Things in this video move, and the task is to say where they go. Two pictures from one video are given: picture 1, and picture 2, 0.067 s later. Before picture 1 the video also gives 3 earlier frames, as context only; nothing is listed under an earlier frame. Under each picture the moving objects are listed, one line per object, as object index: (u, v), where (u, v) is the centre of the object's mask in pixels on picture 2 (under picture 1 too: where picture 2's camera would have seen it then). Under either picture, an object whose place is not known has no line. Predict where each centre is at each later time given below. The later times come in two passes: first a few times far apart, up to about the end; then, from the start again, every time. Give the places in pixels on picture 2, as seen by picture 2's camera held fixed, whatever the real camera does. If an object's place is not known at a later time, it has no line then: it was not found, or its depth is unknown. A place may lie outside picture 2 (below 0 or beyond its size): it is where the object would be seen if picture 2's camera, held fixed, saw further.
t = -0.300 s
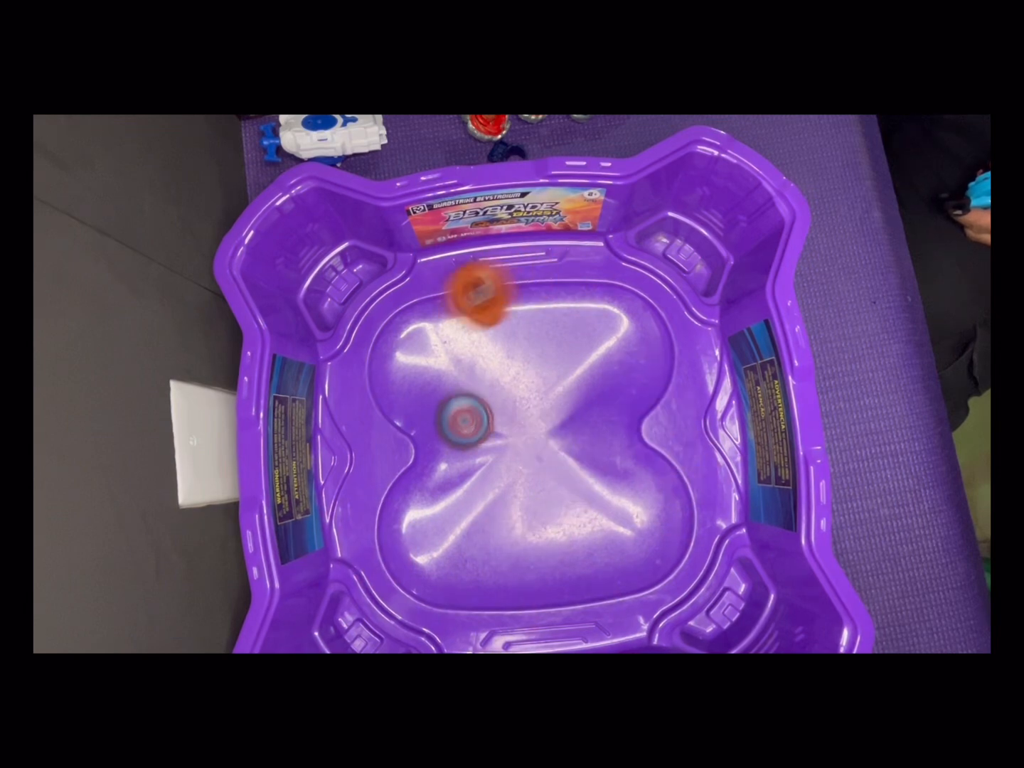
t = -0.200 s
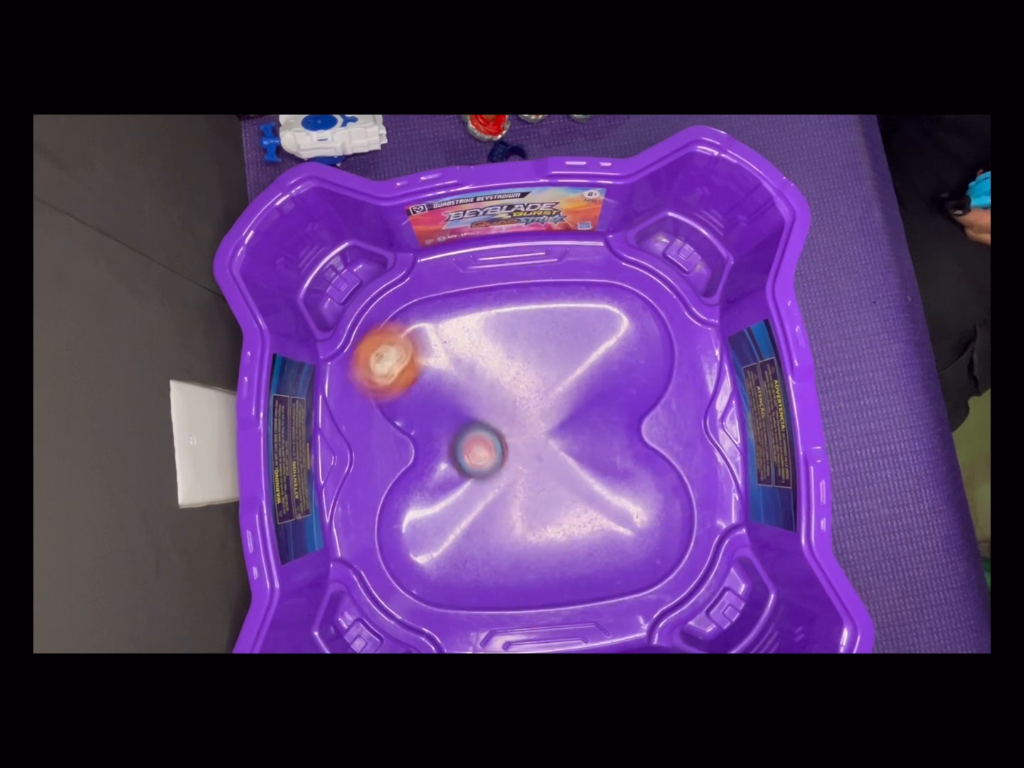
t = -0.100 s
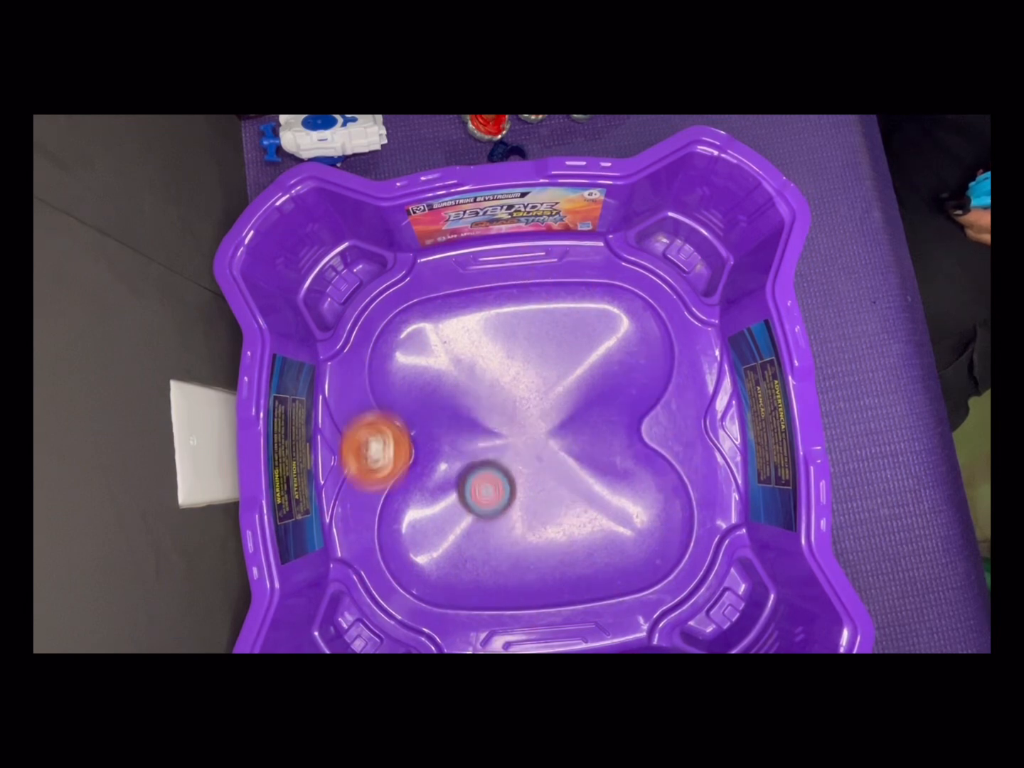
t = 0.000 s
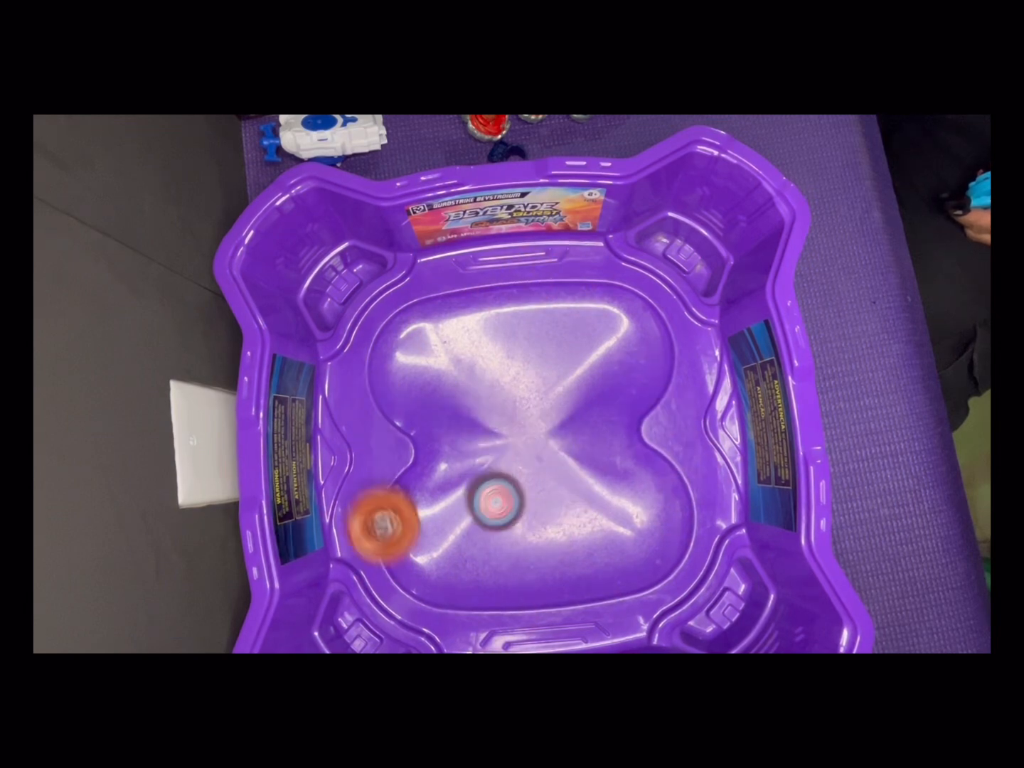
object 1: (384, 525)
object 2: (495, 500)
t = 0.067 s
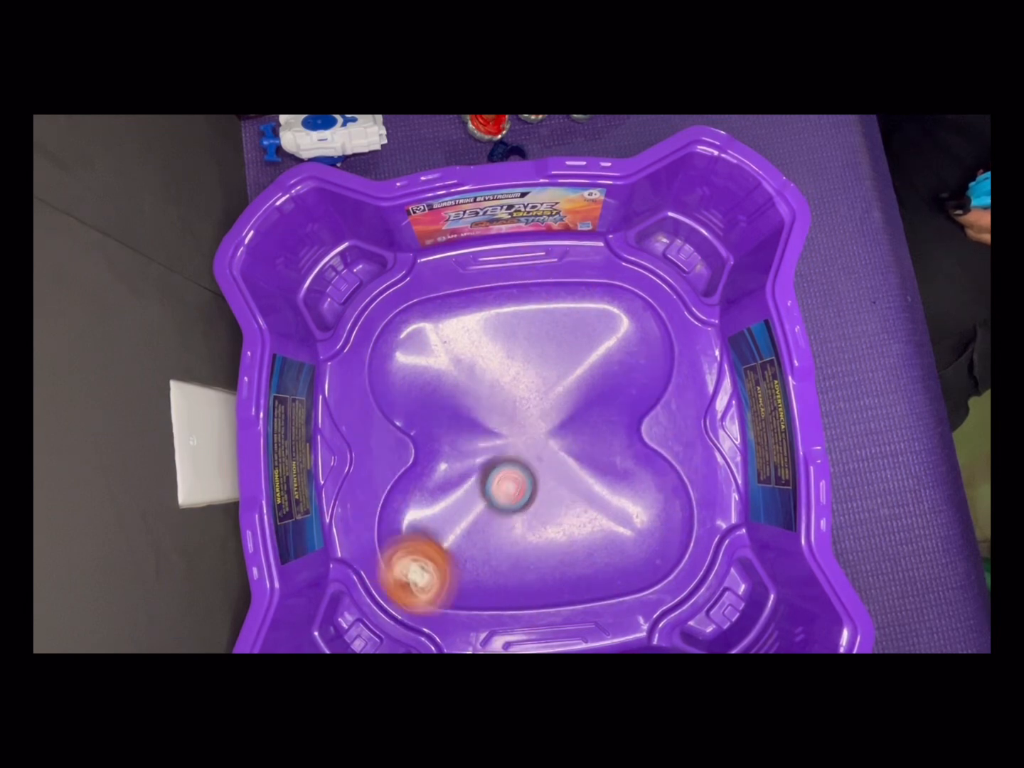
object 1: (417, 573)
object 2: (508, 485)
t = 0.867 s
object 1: (562, 259)
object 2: (509, 406)
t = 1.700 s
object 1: (665, 513)
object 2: (560, 383)
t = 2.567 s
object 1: (609, 487)
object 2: (568, 435)
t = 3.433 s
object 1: (587, 495)
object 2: (466, 500)
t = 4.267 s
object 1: (546, 354)
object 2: (486, 551)
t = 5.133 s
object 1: (554, 458)
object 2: (488, 504)
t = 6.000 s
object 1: (559, 467)
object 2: (482, 509)
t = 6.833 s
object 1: (468, 403)
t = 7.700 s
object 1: (491, 414)
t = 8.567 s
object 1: (519, 437)
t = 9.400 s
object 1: (513, 385)
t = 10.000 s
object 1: (510, 418)
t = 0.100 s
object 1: (448, 592)
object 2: (513, 473)
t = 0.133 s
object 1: (482, 597)
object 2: (516, 463)
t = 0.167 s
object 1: (521, 593)
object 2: (517, 452)
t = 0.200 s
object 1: (562, 581)
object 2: (517, 443)
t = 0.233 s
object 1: (604, 562)
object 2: (514, 435)
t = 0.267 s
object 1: (643, 534)
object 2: (510, 427)
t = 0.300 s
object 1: (672, 501)
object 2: (506, 420)
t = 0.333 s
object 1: (685, 471)
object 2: (501, 414)
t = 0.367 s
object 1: (684, 448)
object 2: (498, 410)
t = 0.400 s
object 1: (679, 424)
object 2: (494, 407)
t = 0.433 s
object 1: (680, 401)
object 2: (491, 405)
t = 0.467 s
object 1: (681, 379)
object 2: (488, 406)
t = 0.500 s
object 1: (681, 355)
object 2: (484, 407)
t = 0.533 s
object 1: (680, 330)
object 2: (482, 409)
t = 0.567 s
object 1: (675, 307)
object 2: (482, 411)
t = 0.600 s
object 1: (669, 285)
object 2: (484, 414)
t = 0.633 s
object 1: (659, 273)
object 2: (488, 417)
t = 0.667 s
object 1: (639, 272)
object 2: (495, 419)
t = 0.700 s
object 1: (623, 269)
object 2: (501, 420)
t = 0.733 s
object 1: (608, 264)
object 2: (506, 420)
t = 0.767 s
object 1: (596, 258)
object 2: (508, 419)
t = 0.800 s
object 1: (585, 253)
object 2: (510, 415)
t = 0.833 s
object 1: (573, 256)
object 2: (510, 411)
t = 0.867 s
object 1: (562, 259)
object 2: (509, 406)
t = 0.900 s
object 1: (552, 262)
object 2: (508, 403)
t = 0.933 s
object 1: (542, 266)
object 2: (505, 399)
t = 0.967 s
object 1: (532, 270)
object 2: (499, 398)
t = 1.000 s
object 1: (520, 275)
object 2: (495, 397)
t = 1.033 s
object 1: (505, 284)
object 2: (491, 397)
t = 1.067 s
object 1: (491, 299)
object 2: (488, 397)
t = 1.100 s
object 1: (474, 320)
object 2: (486, 398)
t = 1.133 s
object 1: (454, 345)
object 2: (486, 400)
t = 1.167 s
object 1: (434, 370)
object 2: (488, 406)
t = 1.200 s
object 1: (419, 398)
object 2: (491, 412)
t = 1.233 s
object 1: (413, 420)
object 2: (495, 417)
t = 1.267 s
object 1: (414, 440)
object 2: (500, 423)
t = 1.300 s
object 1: (420, 460)
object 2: (506, 428)
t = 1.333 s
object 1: (429, 482)
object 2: (513, 430)
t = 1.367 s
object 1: (440, 510)
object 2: (519, 431)
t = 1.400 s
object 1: (450, 540)
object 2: (526, 431)
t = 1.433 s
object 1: (467, 567)
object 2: (534, 431)
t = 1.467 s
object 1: (483, 583)
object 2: (541, 431)
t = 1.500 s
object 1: (505, 592)
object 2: (548, 431)
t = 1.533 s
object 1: (531, 594)
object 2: (554, 426)
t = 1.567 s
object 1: (559, 589)
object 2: (560, 417)
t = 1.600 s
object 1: (587, 577)
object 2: (562, 407)
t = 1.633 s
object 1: (615, 563)
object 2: (563, 397)
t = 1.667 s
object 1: (647, 539)
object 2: (562, 389)
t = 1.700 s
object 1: (665, 513)
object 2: (560, 383)
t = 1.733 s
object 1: (675, 486)
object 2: (554, 380)
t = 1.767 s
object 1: (671, 463)
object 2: (547, 380)
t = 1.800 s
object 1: (652, 454)
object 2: (540, 383)
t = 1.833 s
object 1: (626, 448)
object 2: (532, 387)
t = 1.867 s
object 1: (601, 440)
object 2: (525, 392)
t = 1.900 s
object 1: (573, 432)
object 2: (518, 396)
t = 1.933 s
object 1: (554, 437)
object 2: (506, 392)
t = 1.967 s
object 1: (537, 446)
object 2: (490, 386)
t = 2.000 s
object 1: (521, 451)
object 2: (477, 385)
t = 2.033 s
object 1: (509, 456)
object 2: (466, 386)
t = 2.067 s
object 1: (500, 463)
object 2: (460, 389)
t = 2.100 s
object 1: (495, 470)
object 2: (458, 393)
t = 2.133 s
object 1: (492, 478)
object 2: (459, 400)
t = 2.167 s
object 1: (493, 487)
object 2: (465, 409)
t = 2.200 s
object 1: (496, 499)
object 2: (474, 418)
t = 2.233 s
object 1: (504, 511)
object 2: (490, 431)
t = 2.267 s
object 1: (515, 522)
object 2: (506, 442)
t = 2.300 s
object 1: (529, 531)
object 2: (519, 453)
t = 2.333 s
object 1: (545, 536)
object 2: (530, 459)
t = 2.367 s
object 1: (559, 538)
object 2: (540, 463)
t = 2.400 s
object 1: (575, 535)
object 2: (550, 465)
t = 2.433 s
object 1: (588, 529)
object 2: (560, 463)
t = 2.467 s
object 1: (600, 521)
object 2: (567, 459)
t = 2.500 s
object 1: (608, 511)
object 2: (571, 452)
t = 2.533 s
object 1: (611, 499)
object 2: (570, 444)
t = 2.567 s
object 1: (609, 487)
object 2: (568, 435)
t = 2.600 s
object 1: (601, 475)
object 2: (566, 423)
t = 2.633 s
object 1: (594, 478)
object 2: (559, 398)
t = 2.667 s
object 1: (585, 480)
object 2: (552, 375)
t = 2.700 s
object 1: (577, 481)
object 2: (542, 358)
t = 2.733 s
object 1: (570, 483)
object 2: (532, 349)
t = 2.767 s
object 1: (564, 484)
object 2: (521, 344)
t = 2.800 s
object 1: (558, 486)
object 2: (507, 343)
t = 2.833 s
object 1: (554, 488)
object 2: (492, 346)
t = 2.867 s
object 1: (549, 489)
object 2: (474, 352)
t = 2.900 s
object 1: (544, 489)
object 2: (459, 360)
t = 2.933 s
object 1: (539, 489)
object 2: (446, 371)
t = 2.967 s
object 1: (534, 488)
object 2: (437, 383)
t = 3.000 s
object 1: (530, 486)
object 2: (435, 396)
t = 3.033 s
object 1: (525, 484)
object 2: (439, 408)
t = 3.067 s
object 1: (519, 481)
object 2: (450, 422)
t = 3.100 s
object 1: (515, 478)
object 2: (463, 437)
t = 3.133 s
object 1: (521, 485)
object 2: (463, 440)
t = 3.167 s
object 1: (526, 490)
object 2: (463, 443)
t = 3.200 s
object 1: (530, 494)
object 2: (467, 449)
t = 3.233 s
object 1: (534, 497)
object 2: (472, 461)
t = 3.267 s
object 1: (538, 498)
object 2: (475, 473)
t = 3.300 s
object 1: (542, 499)
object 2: (479, 486)
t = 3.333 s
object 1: (546, 499)
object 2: (482, 494)
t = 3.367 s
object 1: (562, 499)
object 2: (475, 497)
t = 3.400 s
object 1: (576, 498)
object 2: (469, 498)
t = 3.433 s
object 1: (587, 495)
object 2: (466, 500)
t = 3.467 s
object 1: (596, 490)
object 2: (465, 502)
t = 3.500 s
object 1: (599, 484)
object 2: (465, 505)
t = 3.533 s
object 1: (597, 476)
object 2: (467, 507)
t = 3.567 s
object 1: (589, 468)
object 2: (472, 509)
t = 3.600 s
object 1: (577, 459)
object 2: (478, 508)
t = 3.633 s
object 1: (563, 454)
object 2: (486, 503)
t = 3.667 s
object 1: (549, 452)
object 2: (495, 495)
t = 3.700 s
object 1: (546, 448)
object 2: (495, 490)
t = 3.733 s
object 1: (548, 442)
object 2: (488, 490)
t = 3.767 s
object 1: (548, 438)
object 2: (484, 489)
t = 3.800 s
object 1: (546, 436)
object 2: (480, 488)
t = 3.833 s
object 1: (544, 434)
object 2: (477, 488)
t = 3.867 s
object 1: (541, 433)
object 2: (474, 490)
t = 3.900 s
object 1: (538, 433)
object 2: (471, 493)
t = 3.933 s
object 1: (534, 434)
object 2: (469, 499)
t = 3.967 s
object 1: (530, 434)
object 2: (469, 504)
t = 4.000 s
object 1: (526, 435)
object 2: (471, 507)
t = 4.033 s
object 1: (521, 436)
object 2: (475, 508)
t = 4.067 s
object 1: (516, 436)
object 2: (481, 506)
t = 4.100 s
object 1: (512, 438)
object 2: (489, 500)
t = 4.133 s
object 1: (516, 424)
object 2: (488, 509)
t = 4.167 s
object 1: (527, 402)
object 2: (483, 527)
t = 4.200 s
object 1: (536, 383)
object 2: (481, 540)
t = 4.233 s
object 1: (542, 368)
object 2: (482, 547)
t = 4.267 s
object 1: (546, 354)
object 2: (486, 551)
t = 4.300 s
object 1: (547, 344)
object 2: (493, 552)
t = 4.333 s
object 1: (545, 334)
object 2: (502, 552)
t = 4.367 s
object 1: (540, 326)
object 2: (511, 548)
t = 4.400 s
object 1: (532, 319)
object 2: (519, 542)
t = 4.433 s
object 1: (523, 317)
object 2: (526, 533)
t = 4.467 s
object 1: (513, 318)
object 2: (530, 524)
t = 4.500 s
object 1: (505, 322)
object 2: (531, 512)
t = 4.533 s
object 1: (498, 329)
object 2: (531, 502)
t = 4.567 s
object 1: (492, 340)
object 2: (528, 491)
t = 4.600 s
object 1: (487, 353)
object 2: (524, 479)
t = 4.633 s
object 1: (485, 369)
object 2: (518, 468)
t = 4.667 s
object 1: (485, 385)
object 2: (510, 459)
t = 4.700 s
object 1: (487, 396)
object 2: (504, 456)
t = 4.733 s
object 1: (488, 395)
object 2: (497, 470)
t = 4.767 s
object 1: (490, 396)
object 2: (492, 481)
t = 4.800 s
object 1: (492, 400)
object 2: (487, 489)
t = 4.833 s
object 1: (495, 407)
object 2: (483, 496)
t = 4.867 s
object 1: (500, 415)
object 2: (480, 502)
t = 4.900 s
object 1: (505, 423)
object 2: (479, 508)
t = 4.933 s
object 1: (511, 431)
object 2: (480, 512)
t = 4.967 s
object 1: (517, 438)
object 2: (482, 513)
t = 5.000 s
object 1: (522, 444)
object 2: (487, 512)
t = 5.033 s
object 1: (527, 451)
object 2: (491, 509)
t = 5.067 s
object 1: (533, 456)
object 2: (494, 505)
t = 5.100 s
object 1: (544, 457)
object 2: (491, 506)
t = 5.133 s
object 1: (554, 458)
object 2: (488, 504)
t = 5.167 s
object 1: (561, 458)
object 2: (484, 503)
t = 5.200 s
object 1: (566, 459)
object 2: (480, 501)
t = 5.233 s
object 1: (568, 458)
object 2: (476, 501)
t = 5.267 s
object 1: (568, 457)
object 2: (471, 503)
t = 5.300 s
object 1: (565, 456)
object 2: (467, 506)
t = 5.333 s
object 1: (561, 457)
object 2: (463, 511)
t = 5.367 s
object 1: (558, 460)
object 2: (461, 516)
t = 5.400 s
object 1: (556, 464)
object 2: (460, 520)
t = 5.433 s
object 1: (554, 468)
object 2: (462, 523)
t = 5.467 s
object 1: (552, 474)
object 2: (466, 523)
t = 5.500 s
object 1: (551, 479)
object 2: (471, 521)
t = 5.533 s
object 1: (549, 483)
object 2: (477, 515)
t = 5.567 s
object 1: (548, 488)
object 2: (483, 507)
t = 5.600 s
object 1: (549, 491)
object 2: (485, 498)
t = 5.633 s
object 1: (553, 493)
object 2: (481, 490)
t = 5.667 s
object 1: (555, 495)
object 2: (476, 486)
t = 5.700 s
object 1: (558, 496)
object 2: (471, 484)
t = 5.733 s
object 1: (561, 496)
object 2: (466, 486)
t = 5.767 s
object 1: (563, 496)
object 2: (461, 491)
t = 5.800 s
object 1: (565, 493)
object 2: (456, 497)
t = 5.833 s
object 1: (566, 490)
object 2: (454, 504)
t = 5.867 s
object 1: (568, 487)
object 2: (454, 510)
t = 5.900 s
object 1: (567, 482)
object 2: (457, 515)
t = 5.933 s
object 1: (565, 477)
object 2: (463, 516)
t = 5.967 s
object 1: (562, 471)
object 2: (472, 514)
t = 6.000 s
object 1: (559, 467)
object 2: (482, 509)
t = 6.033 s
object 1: (555, 461)
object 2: (492, 502)
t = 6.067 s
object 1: (551, 457)
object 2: (499, 492)
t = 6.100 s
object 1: (558, 445)
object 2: (494, 489)
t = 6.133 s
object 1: (563, 436)
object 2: (489, 486)
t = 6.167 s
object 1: (565, 424)
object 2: (485, 483)
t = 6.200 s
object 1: (565, 412)
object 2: (482, 482)
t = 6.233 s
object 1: (564, 398)
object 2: (479, 482)
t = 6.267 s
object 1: (559, 385)
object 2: (476, 483)
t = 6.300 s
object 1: (553, 377)
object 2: (474, 486)
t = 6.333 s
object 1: (545, 373)
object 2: (473, 491)
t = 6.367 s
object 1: (539, 371)
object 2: (473, 496)
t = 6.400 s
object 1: (532, 370)
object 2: (475, 498)
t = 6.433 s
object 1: (525, 372)
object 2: (480, 499)
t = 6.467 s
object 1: (518, 373)
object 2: (485, 498)
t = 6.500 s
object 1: (511, 376)
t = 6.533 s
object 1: (505, 381)
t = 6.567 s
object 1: (499, 385)
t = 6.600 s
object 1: (493, 391)
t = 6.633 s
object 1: (488, 398)
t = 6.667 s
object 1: (485, 405)
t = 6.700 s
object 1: (477, 404)
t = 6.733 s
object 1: (471, 401)
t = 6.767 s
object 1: (468, 400)
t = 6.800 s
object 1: (467, 402)
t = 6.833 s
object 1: (468, 403)
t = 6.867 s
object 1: (471, 404)
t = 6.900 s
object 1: (474, 404)
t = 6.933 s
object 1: (479, 403)
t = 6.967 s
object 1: (483, 401)
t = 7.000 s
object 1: (488, 400)
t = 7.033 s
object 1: (493, 397)
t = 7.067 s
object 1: (497, 394)
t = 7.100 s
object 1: (499, 392)
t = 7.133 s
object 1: (495, 388)
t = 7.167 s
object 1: (492, 385)
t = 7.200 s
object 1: (488, 384)
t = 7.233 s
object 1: (485, 383)
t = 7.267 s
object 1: (482, 383)
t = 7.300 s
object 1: (479, 385)
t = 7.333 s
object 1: (478, 388)
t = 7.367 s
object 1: (477, 391)
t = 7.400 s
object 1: (478, 395)
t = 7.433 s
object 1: (480, 399)
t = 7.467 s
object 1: (478, 402)
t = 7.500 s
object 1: (476, 405)
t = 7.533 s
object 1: (477, 409)
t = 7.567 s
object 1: (480, 412)
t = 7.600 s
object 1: (484, 415)
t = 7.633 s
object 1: (490, 418)
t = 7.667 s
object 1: (494, 419)
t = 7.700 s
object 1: (491, 414)
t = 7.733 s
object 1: (490, 411)
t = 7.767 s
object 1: (490, 407)
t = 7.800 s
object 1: (491, 405)
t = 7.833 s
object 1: (491, 402)
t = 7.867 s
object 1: (492, 398)
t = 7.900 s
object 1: (493, 396)
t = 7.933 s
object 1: (494, 393)
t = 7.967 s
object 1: (494, 391)
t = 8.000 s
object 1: (494, 390)
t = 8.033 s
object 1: (494, 390)
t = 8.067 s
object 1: (495, 390)
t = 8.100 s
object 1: (495, 392)
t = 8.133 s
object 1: (496, 395)
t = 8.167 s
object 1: (497, 398)
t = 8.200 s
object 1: (498, 401)
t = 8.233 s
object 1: (500, 407)
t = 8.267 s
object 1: (503, 411)
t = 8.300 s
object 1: (506, 417)
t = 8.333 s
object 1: (509, 422)
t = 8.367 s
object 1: (512, 427)
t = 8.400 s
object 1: (516, 432)
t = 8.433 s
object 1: (519, 438)
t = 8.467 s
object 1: (519, 435)
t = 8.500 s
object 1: (520, 434)
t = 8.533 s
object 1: (520, 435)
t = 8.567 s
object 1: (519, 437)
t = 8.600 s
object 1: (519, 439)
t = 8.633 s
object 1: (519, 441)
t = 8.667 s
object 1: (519, 443)
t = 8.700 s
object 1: (518, 445)
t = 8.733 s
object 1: (518, 448)
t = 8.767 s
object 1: (517, 450)
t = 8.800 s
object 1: (517, 452)
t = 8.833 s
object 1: (518, 454)
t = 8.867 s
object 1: (516, 453)
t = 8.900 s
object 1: (513, 446)
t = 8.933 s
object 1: (513, 442)
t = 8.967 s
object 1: (510, 440)
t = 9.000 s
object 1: (509, 438)
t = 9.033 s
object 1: (508, 436)
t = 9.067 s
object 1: (508, 434)
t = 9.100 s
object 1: (509, 430)
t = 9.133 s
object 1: (509, 428)
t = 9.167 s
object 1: (509, 424)
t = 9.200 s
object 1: (510, 422)
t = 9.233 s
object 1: (510, 419)
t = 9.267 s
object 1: (512, 412)
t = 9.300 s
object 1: (512, 405)
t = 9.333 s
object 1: (512, 398)
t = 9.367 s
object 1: (513, 391)
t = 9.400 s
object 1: (513, 385)
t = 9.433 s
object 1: (513, 380)
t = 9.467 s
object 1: (512, 377)
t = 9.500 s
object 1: (512, 374)
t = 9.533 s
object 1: (511, 373)
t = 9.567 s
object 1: (510, 372)
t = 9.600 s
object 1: (510, 373)
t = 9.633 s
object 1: (509, 375)
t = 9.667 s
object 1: (509, 379)
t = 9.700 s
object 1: (509, 383)
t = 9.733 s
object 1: (509, 388)
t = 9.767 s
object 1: (508, 394)
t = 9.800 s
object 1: (509, 399)
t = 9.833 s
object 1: (509, 407)
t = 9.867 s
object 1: (509, 415)
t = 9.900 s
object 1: (509, 421)
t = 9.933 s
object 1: (509, 421)
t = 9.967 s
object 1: (509, 419)
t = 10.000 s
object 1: (510, 418)
